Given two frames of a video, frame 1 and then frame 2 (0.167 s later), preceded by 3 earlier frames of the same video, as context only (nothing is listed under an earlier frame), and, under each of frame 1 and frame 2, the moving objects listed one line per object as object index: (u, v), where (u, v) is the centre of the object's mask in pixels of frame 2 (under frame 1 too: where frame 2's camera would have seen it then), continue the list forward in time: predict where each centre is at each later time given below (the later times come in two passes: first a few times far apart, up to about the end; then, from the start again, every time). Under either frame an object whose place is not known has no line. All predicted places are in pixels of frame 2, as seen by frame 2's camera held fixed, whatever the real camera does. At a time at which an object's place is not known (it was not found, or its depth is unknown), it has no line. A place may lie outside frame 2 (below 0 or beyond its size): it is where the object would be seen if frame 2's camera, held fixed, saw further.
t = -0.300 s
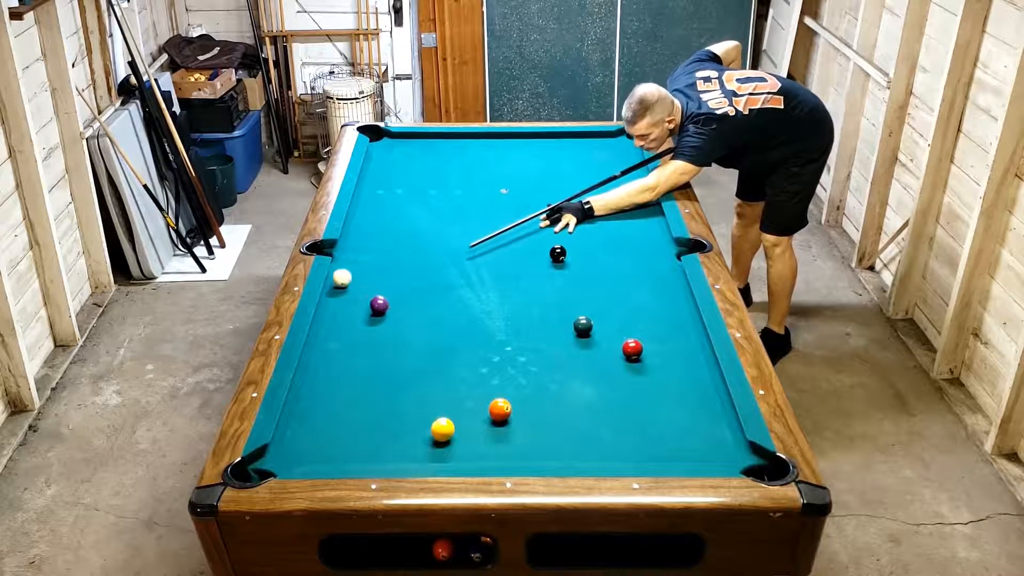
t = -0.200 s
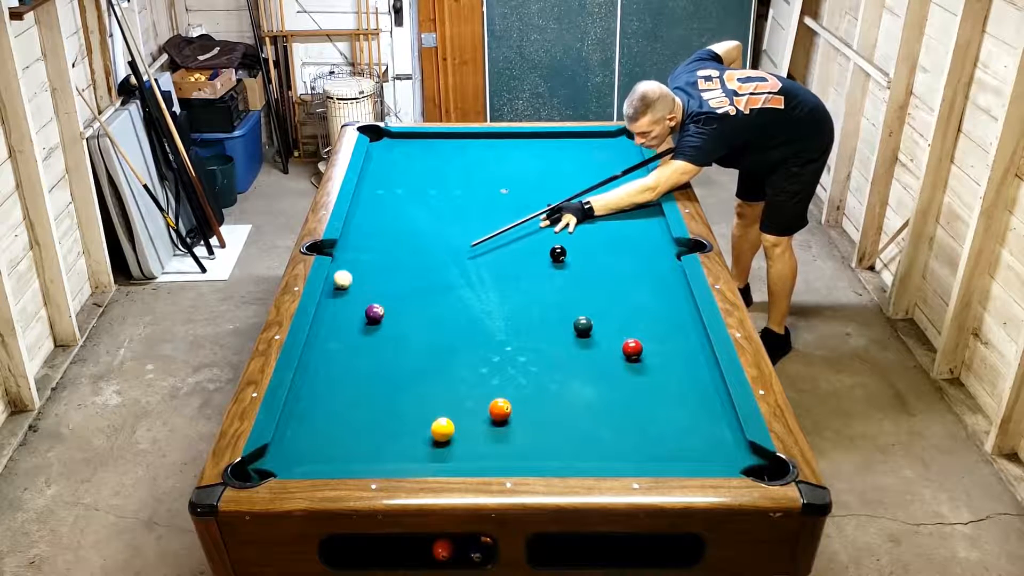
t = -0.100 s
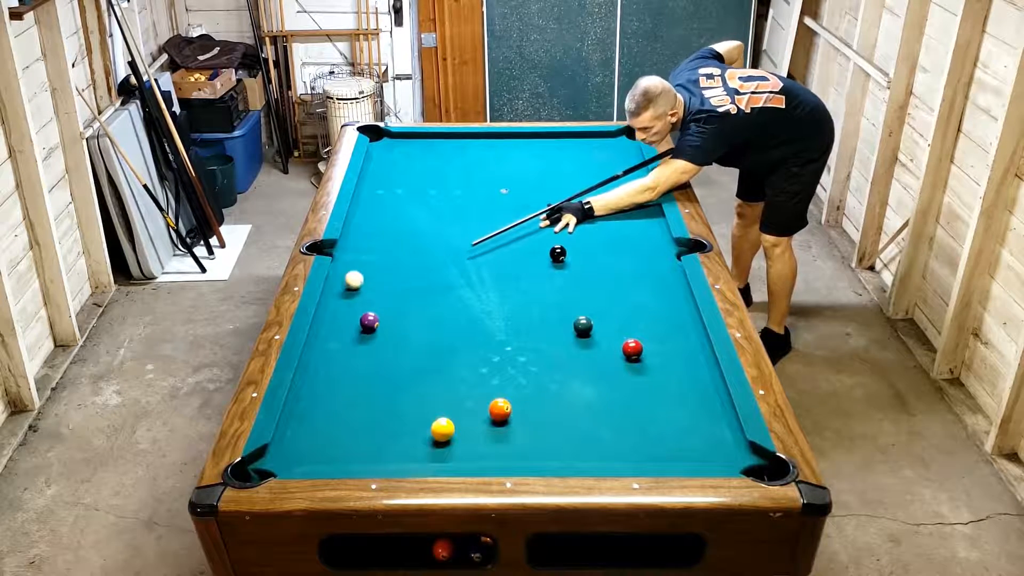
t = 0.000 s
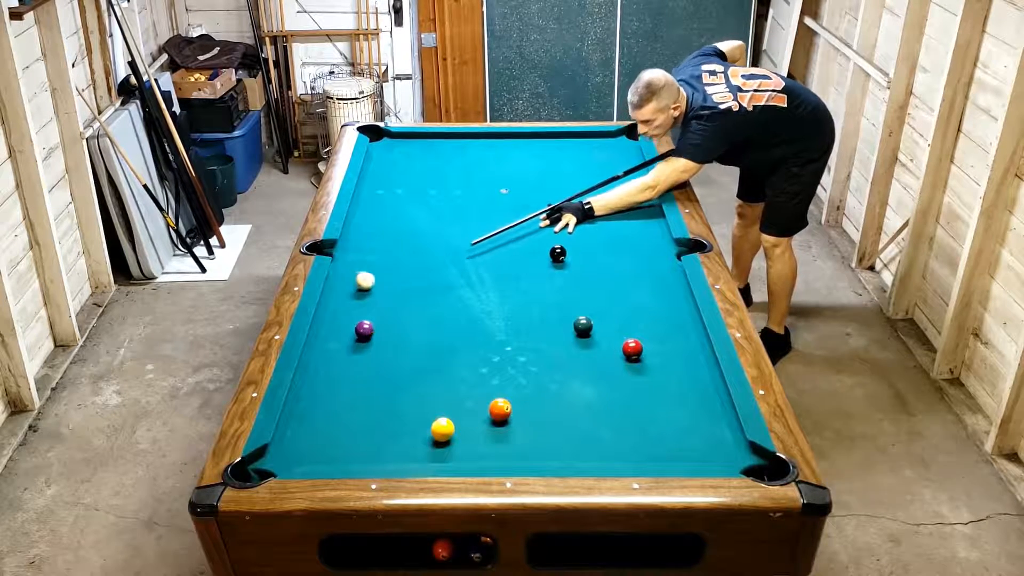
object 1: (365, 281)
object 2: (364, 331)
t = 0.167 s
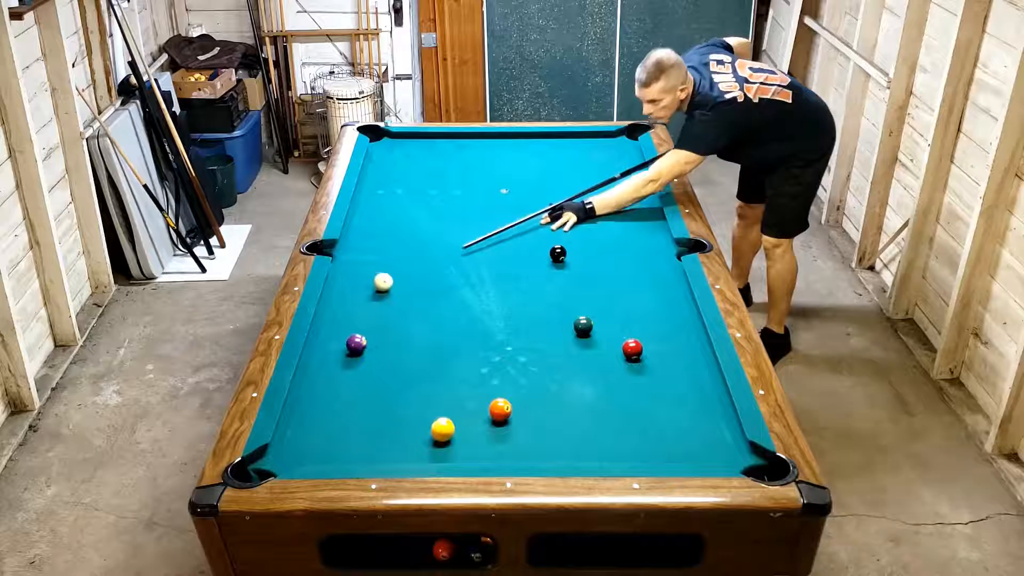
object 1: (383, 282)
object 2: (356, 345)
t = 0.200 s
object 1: (386, 283)
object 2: (354, 348)
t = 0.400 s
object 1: (406, 284)
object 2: (344, 366)
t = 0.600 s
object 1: (425, 286)
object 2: (333, 383)
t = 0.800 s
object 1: (443, 287)
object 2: (322, 401)
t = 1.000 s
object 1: (459, 289)
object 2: (312, 418)
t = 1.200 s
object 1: (475, 291)
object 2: (302, 434)
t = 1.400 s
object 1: (489, 293)
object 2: (292, 450)
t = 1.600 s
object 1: (502, 294)
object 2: (282, 464)
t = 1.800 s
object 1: (514, 296)
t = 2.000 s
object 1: (525, 297)
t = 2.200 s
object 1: (534, 299)
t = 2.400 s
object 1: (543, 301)
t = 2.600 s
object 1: (550, 302)
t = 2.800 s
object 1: (556, 303)
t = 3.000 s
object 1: (561, 304)
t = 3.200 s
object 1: (565, 305)
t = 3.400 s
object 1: (568, 305)
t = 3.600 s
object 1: (570, 305)
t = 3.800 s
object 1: (570, 306)
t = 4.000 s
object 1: (570, 306)
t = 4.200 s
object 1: (570, 306)
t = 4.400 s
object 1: (570, 306)
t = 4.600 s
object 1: (569, 306)
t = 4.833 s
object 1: (569, 306)
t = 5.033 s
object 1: (569, 306)
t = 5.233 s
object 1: (570, 306)
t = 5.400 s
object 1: (569, 306)
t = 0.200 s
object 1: (386, 283)
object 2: (354, 348)
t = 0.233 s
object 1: (390, 283)
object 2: (352, 351)
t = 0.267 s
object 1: (393, 283)
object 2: (350, 354)
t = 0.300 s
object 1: (397, 283)
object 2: (349, 357)
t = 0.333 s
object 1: (400, 284)
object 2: (347, 360)
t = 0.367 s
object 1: (403, 284)
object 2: (346, 363)
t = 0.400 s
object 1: (406, 284)
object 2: (344, 366)
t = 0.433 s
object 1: (410, 284)
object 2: (342, 369)
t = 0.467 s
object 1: (413, 285)
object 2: (340, 372)
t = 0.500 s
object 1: (416, 285)
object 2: (338, 375)
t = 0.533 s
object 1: (419, 285)
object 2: (337, 377)
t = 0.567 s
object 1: (422, 286)
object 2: (335, 380)
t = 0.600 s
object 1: (425, 286)
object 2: (333, 383)
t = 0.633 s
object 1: (428, 286)
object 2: (331, 387)
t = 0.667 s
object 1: (431, 286)
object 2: (330, 389)
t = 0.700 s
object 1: (434, 287)
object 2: (328, 392)
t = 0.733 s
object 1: (437, 287)
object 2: (326, 395)
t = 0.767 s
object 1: (440, 287)
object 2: (324, 398)
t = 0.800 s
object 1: (443, 287)
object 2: (322, 401)
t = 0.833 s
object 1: (446, 288)
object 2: (321, 404)
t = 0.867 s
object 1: (449, 288)
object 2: (319, 407)
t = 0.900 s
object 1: (451, 288)
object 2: (317, 410)
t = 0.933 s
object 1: (454, 288)
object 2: (315, 413)
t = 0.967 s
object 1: (457, 289)
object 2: (314, 416)
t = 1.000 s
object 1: (459, 289)
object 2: (312, 418)
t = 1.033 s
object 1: (462, 289)
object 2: (310, 420)
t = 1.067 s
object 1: (465, 290)
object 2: (309, 423)
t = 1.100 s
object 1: (467, 290)
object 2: (307, 426)
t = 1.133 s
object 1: (470, 290)
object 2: (305, 429)
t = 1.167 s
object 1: (472, 291)
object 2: (304, 432)
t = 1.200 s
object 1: (475, 291)
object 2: (302, 434)
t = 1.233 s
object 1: (477, 291)
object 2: (300, 437)
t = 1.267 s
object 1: (480, 292)
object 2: (298, 439)
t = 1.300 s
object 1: (482, 292)
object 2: (297, 442)
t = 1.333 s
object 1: (484, 292)
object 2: (295, 445)
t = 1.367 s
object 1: (486, 292)
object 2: (293, 448)
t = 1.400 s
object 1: (489, 293)
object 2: (292, 450)
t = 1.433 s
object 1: (491, 293)
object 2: (290, 453)
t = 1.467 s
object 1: (493, 293)
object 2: (288, 456)
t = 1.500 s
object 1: (496, 293)
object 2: (287, 458)
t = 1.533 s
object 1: (498, 294)
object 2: (285, 460)
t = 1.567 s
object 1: (500, 294)
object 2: (283, 462)
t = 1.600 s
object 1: (502, 294)
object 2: (282, 464)
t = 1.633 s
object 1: (504, 295)
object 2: (280, 466)
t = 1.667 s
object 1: (506, 295)
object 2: (279, 467)
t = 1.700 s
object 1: (508, 295)
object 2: (275, 468)
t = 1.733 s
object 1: (510, 295)
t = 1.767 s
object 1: (512, 295)
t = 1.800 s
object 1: (514, 296)
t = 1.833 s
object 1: (516, 296)
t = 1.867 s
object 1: (517, 296)
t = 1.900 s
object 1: (519, 296)
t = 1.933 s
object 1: (521, 297)
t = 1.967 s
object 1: (523, 297)
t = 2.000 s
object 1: (525, 297)
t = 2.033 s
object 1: (527, 298)
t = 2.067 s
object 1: (528, 298)
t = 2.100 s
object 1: (530, 298)
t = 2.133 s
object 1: (531, 299)
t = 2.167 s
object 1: (533, 299)
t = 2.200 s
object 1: (534, 299)
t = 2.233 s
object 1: (536, 300)
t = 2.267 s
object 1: (537, 300)
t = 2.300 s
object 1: (539, 300)
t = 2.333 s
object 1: (540, 300)
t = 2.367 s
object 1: (541, 300)
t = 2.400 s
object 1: (543, 301)
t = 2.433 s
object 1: (544, 301)
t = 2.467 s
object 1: (545, 301)
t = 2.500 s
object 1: (546, 301)
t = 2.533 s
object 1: (548, 302)
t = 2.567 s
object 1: (549, 302)
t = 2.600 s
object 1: (550, 302)
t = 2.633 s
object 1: (551, 302)
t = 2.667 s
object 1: (552, 302)
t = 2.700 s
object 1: (553, 303)
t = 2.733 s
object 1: (554, 303)
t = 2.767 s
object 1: (555, 303)
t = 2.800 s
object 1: (556, 303)
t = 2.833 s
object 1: (557, 303)
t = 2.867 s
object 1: (558, 304)
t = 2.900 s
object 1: (558, 304)
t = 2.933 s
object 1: (559, 304)
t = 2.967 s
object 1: (560, 304)
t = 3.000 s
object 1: (561, 304)
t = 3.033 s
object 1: (562, 304)
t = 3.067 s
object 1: (563, 304)
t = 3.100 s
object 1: (563, 304)
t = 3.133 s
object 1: (564, 305)
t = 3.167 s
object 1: (565, 305)
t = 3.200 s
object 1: (565, 305)
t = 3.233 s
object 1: (566, 305)
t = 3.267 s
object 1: (566, 305)
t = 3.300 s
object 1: (567, 305)
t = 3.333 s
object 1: (567, 305)
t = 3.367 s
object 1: (568, 305)
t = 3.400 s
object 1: (568, 305)
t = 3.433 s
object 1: (569, 305)
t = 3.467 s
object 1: (569, 305)
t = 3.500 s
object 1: (569, 305)
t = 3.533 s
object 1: (569, 305)
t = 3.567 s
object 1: (569, 305)
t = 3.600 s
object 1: (570, 305)
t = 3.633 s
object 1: (570, 305)
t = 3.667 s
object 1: (570, 306)
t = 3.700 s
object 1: (570, 306)
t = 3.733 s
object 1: (570, 306)
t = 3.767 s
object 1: (570, 306)
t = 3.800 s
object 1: (570, 306)
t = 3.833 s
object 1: (570, 306)
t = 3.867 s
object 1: (570, 306)
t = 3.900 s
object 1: (570, 306)
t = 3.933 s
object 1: (570, 306)
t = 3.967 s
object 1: (570, 306)
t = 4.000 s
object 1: (570, 306)
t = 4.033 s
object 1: (570, 306)
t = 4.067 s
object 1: (569, 306)
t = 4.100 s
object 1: (569, 306)
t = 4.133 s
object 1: (569, 306)
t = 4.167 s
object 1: (569, 306)
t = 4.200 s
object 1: (570, 306)
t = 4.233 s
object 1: (569, 306)
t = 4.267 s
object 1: (569, 306)
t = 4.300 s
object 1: (569, 306)
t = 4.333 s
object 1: (569, 306)
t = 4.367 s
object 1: (569, 306)
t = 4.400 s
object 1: (570, 306)
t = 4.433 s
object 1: (569, 306)
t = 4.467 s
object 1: (569, 306)
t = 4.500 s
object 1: (569, 306)
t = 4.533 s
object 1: (569, 306)
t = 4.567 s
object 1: (569, 306)
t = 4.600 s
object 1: (569, 306)
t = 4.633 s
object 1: (569, 306)
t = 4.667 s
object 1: (569, 306)
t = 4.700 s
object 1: (569, 306)
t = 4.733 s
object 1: (569, 306)
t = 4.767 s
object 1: (569, 306)
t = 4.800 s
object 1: (569, 306)
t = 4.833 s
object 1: (569, 306)
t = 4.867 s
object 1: (569, 306)
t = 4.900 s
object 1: (569, 306)
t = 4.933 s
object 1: (569, 306)
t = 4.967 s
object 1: (569, 306)
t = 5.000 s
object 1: (569, 306)
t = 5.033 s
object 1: (569, 306)
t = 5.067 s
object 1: (569, 306)
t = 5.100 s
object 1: (570, 306)
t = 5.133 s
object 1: (570, 306)
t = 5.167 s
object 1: (570, 306)
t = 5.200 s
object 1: (570, 306)
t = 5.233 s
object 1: (570, 306)
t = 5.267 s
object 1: (569, 306)
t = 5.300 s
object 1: (570, 306)
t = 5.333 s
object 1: (570, 306)
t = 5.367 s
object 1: (569, 306)
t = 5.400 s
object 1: (569, 306)
